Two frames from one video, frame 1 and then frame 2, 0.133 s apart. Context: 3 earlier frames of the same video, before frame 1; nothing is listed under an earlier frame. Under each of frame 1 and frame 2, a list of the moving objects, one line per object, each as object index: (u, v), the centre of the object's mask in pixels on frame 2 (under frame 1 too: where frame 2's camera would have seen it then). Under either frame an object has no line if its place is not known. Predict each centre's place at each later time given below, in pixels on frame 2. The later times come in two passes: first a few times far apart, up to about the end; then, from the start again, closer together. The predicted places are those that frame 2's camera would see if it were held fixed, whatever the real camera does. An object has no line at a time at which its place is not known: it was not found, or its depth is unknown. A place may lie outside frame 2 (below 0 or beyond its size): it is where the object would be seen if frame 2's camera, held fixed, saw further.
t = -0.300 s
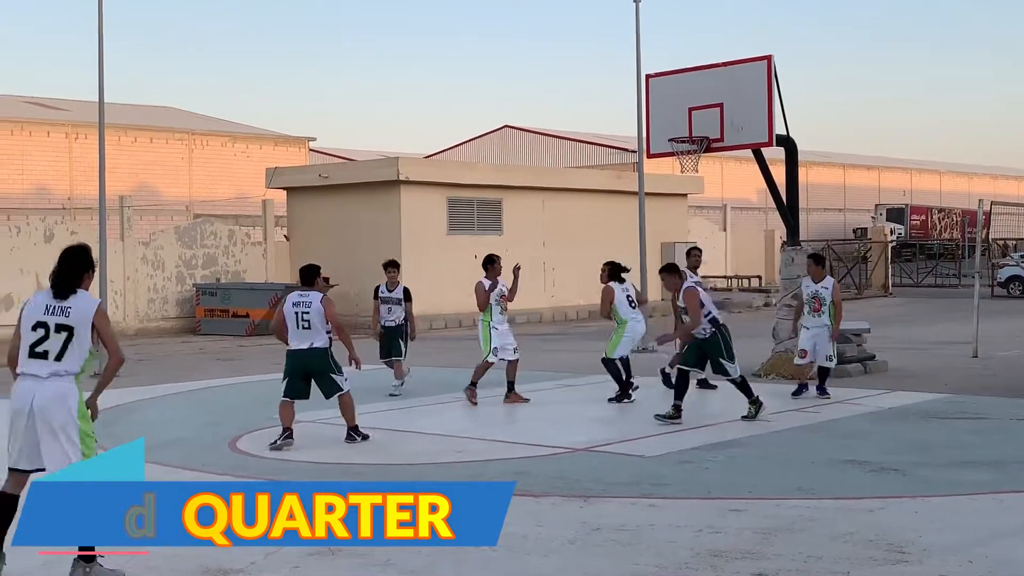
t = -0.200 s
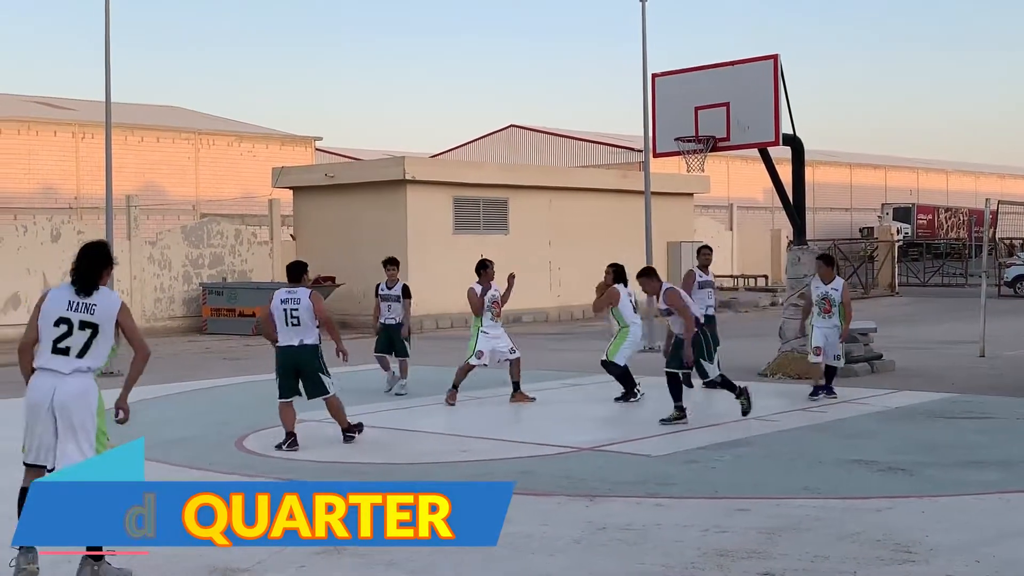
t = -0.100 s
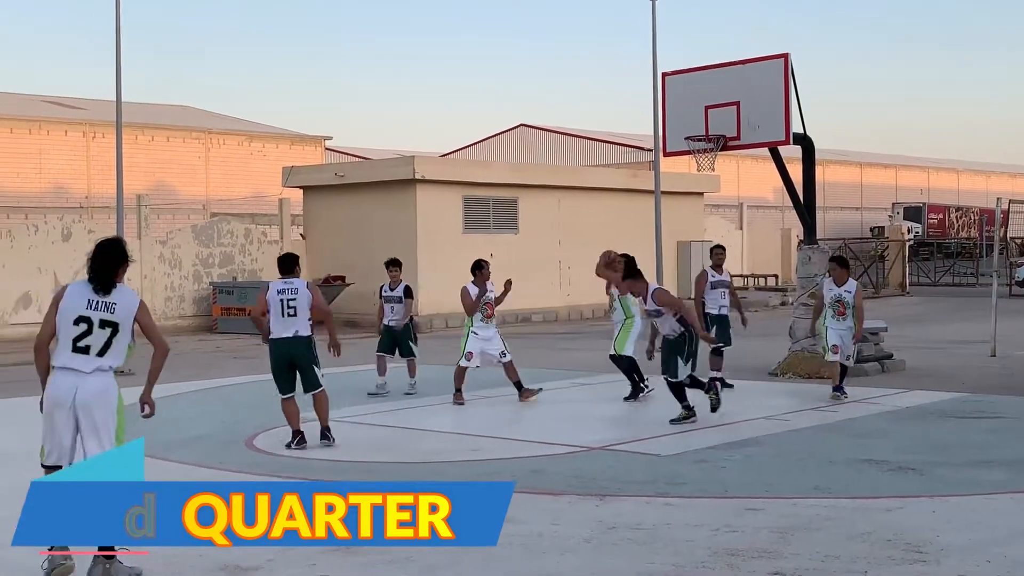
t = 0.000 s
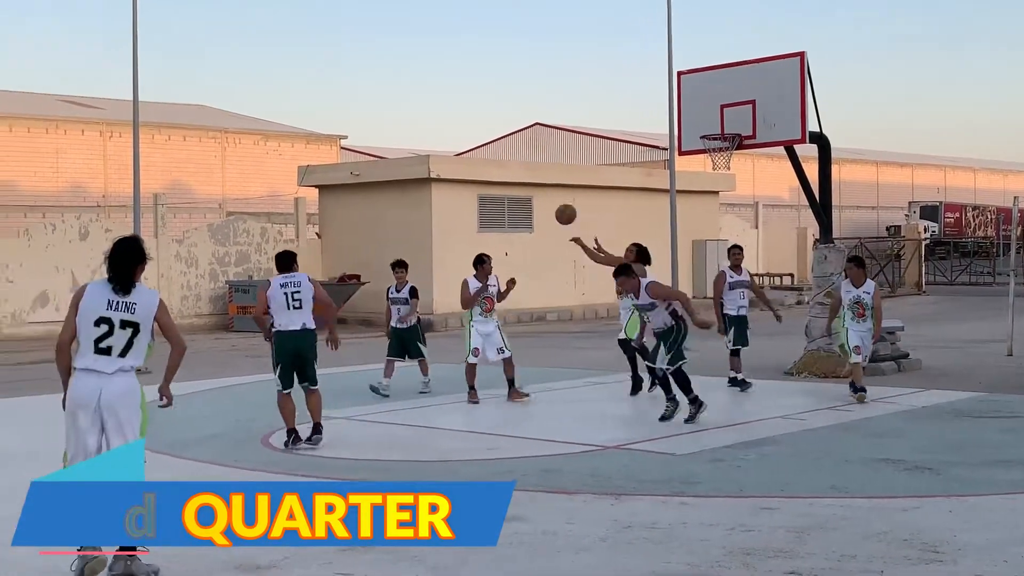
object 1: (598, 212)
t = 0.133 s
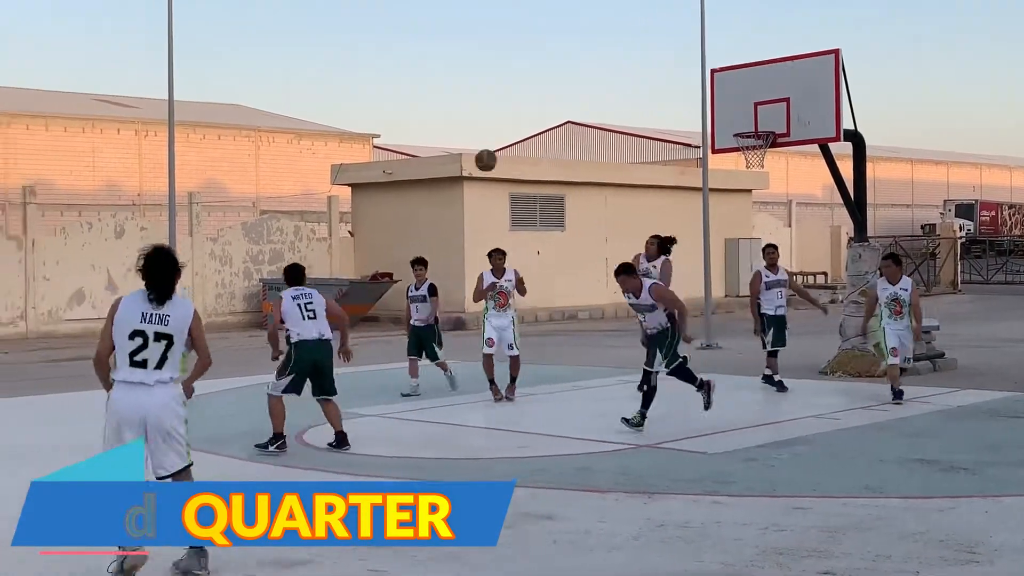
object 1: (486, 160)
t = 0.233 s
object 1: (397, 128)
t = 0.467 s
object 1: (172, 79)
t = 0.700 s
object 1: (-83, 74)
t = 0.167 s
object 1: (457, 149)
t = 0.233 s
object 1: (397, 128)
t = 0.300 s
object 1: (336, 110)
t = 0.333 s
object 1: (305, 102)
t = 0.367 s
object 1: (273, 95)
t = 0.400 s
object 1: (239, 89)
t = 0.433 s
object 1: (206, 83)
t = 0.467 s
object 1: (172, 79)
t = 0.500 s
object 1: (138, 75)
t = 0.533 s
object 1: (103, 72)
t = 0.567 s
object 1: (68, 71)
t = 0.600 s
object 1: (31, 70)
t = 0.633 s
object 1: (-6, 70)
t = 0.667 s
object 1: (-44, 71)
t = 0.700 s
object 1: (-83, 74)
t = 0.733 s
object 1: (-123, 78)
